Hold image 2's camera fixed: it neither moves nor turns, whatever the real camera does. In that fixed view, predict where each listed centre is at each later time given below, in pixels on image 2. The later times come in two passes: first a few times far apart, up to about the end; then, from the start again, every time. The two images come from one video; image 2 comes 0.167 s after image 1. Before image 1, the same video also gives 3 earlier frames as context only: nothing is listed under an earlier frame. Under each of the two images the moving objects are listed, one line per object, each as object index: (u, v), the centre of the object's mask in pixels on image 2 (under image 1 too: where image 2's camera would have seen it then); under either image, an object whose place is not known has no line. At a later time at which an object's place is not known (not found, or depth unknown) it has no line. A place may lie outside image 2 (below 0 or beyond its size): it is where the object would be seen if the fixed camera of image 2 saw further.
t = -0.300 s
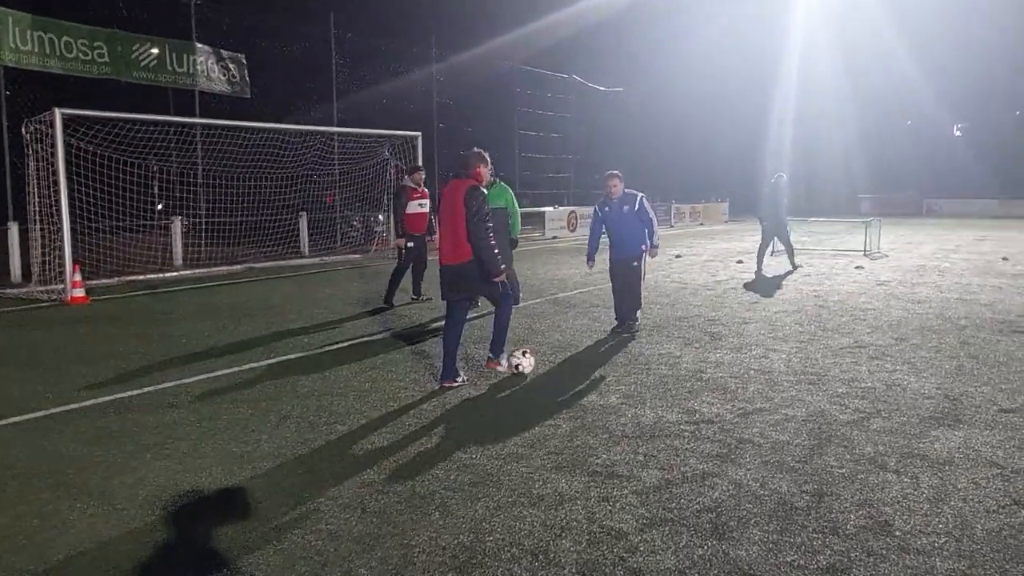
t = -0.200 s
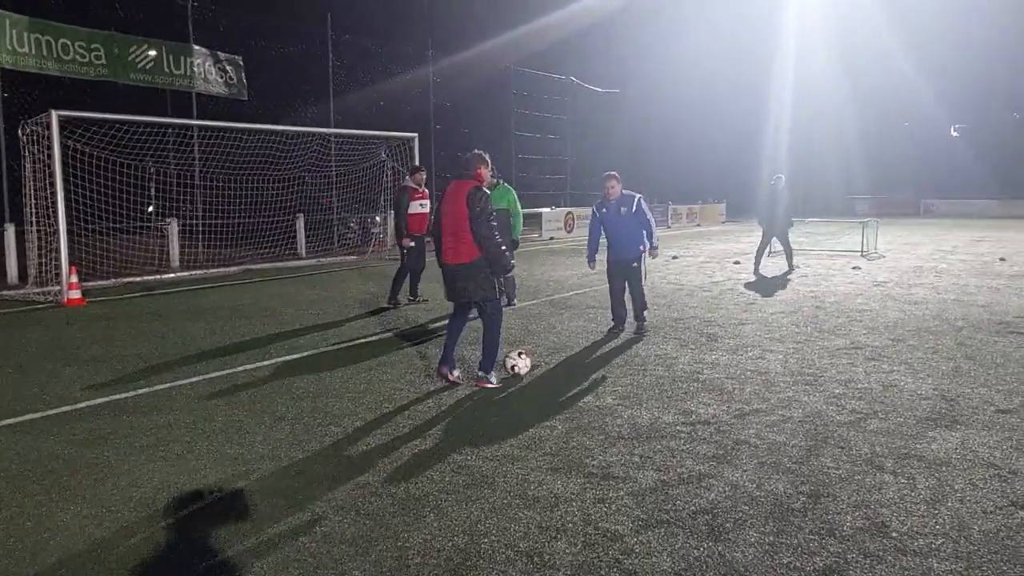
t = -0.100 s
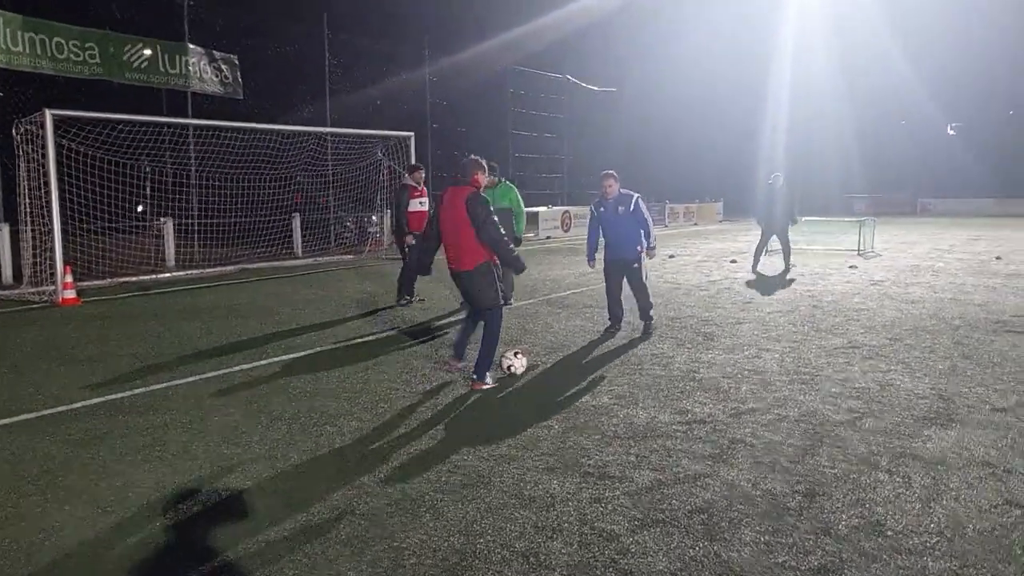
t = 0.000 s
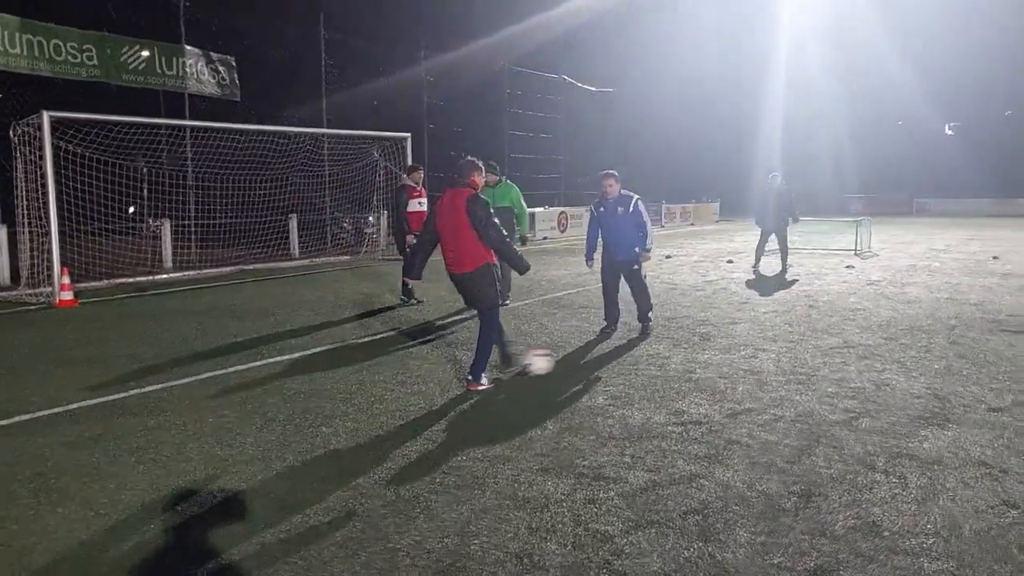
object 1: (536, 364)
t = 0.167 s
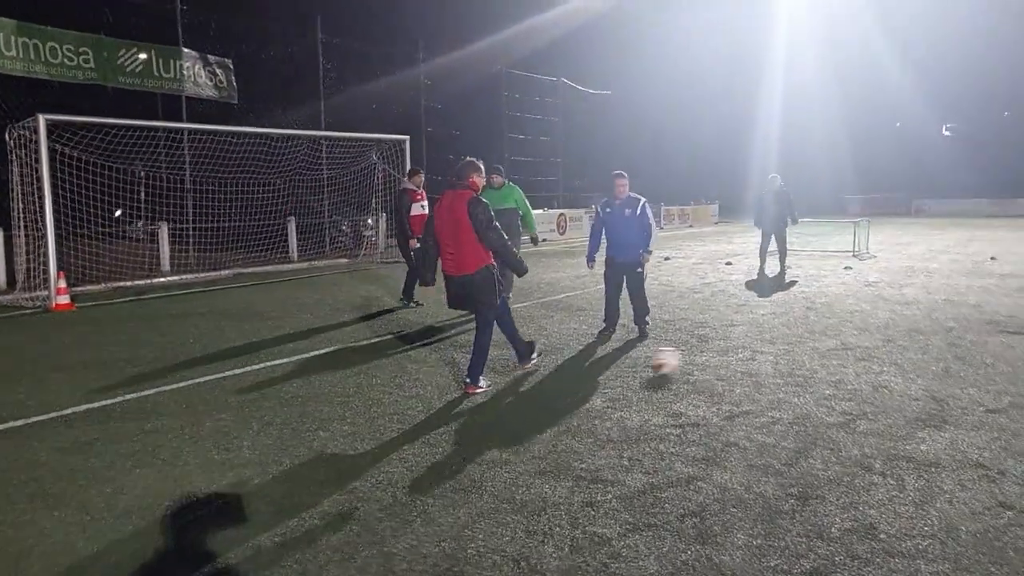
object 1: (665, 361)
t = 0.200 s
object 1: (690, 360)
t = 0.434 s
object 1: (836, 359)
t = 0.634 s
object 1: (936, 354)
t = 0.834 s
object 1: (1026, 350)
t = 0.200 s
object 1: (690, 360)
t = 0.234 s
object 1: (713, 361)
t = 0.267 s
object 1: (736, 360)
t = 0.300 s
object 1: (758, 360)
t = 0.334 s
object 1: (780, 360)
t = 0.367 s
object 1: (798, 360)
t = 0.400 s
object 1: (819, 359)
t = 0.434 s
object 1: (836, 359)
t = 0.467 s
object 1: (853, 358)
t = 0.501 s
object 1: (874, 359)
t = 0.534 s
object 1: (889, 355)
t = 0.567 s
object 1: (904, 354)
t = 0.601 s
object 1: (920, 352)
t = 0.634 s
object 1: (936, 354)
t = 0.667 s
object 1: (954, 355)
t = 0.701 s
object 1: (969, 354)
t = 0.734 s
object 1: (983, 350)
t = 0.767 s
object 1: (997, 350)
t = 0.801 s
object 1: (1013, 350)
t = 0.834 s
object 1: (1026, 350)
